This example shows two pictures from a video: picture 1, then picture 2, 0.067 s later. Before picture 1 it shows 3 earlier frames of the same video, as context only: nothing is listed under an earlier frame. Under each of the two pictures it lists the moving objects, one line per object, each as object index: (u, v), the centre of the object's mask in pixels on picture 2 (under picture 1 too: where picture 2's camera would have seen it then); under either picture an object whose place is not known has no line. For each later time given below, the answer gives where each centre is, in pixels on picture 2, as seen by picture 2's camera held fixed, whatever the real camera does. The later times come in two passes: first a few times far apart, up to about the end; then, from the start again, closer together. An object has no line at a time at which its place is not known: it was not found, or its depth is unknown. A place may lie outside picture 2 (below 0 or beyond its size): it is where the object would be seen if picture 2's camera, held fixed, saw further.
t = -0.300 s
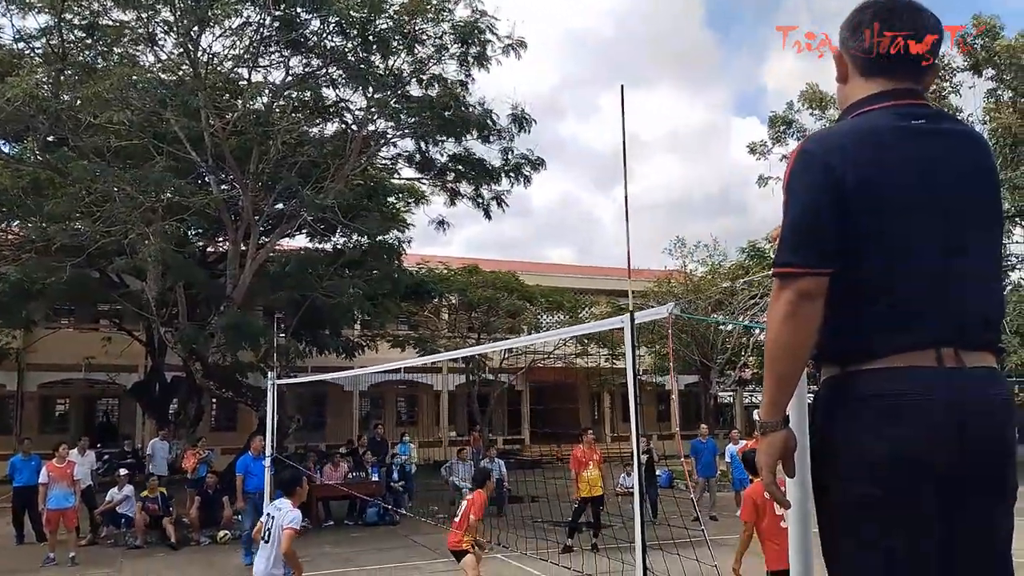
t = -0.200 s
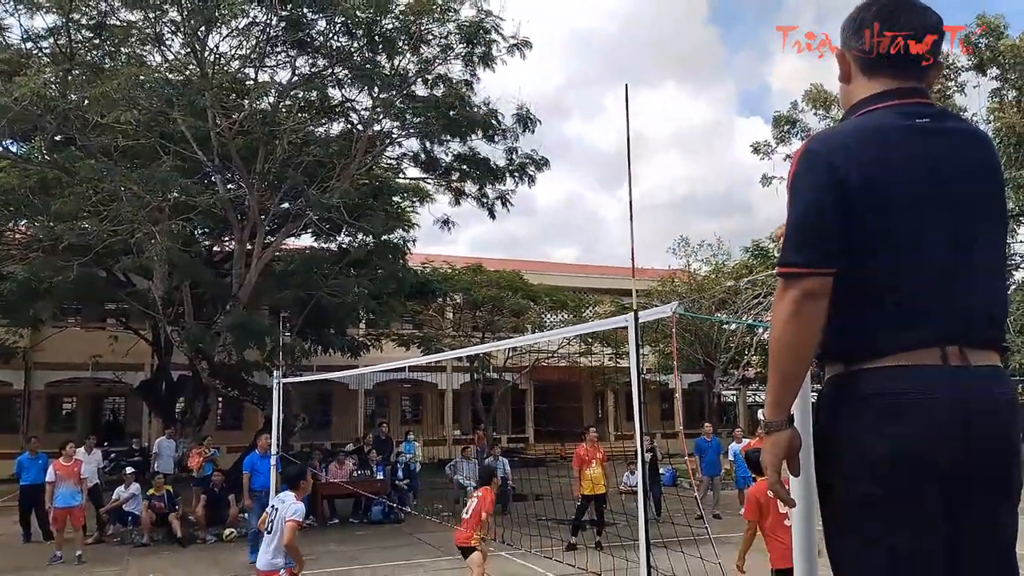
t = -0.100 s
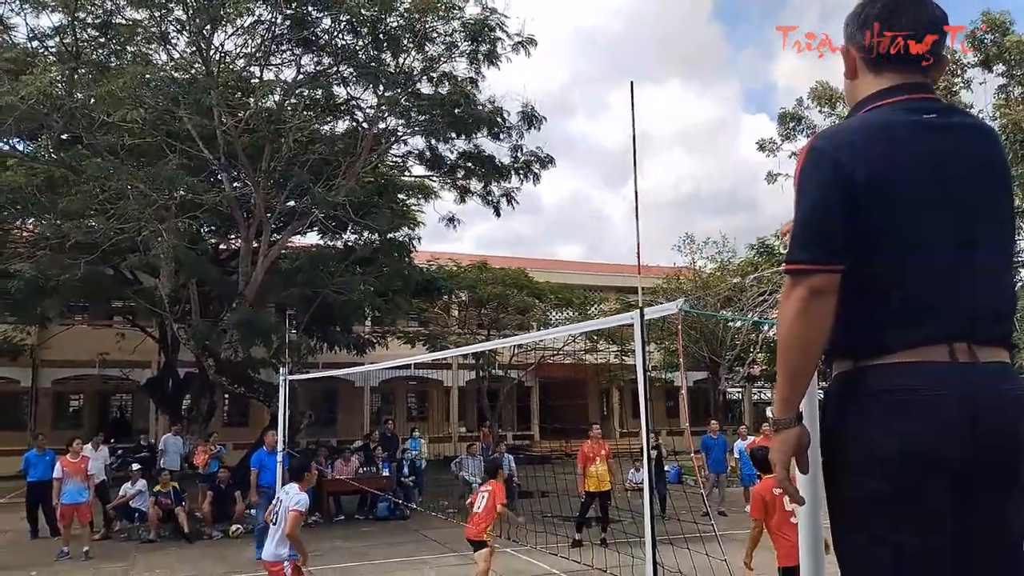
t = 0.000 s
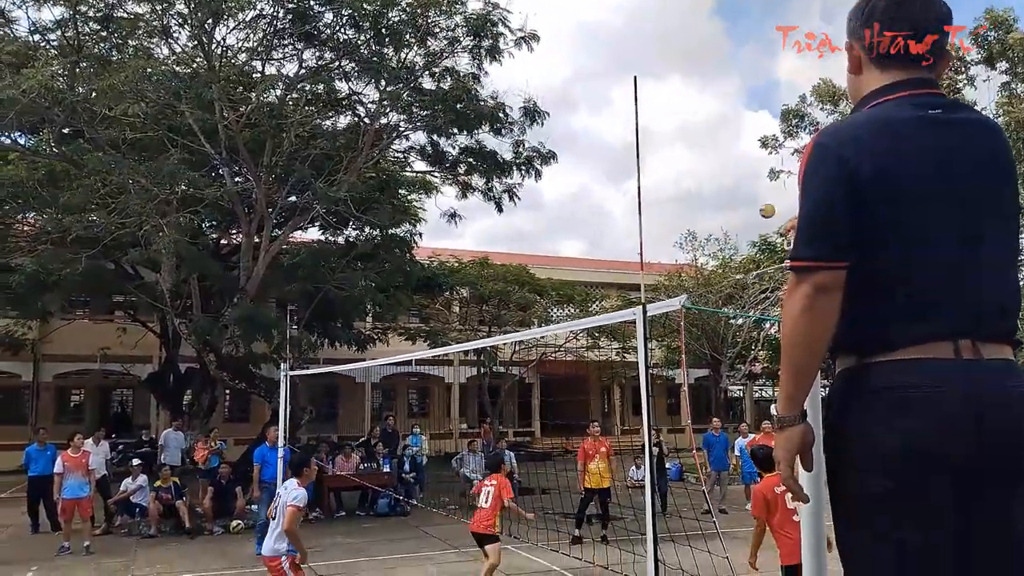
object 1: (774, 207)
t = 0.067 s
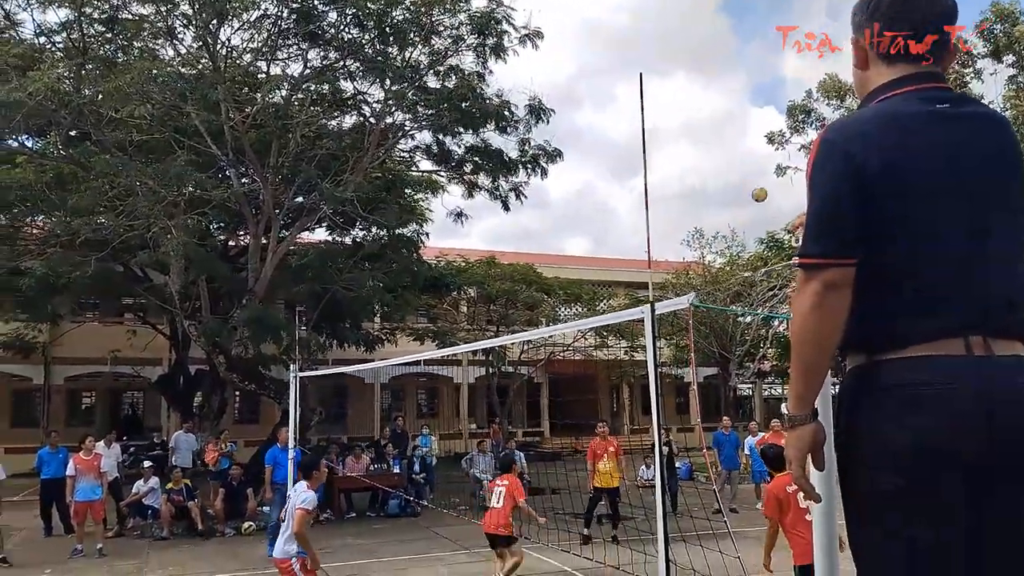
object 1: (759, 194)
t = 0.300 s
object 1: (708, 172)
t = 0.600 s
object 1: (641, 199)
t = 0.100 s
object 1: (752, 189)
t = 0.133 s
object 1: (744, 184)
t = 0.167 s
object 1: (737, 180)
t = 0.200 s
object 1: (730, 177)
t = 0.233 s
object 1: (722, 174)
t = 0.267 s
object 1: (715, 173)
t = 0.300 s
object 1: (708, 172)
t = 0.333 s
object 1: (700, 172)
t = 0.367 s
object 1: (692, 173)
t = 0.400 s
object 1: (685, 175)
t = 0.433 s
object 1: (678, 176)
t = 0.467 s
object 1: (671, 179)
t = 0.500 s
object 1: (664, 183)
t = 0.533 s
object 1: (657, 187)
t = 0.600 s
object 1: (641, 199)
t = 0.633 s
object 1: (634, 206)
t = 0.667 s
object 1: (627, 214)
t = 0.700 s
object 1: (620, 222)
